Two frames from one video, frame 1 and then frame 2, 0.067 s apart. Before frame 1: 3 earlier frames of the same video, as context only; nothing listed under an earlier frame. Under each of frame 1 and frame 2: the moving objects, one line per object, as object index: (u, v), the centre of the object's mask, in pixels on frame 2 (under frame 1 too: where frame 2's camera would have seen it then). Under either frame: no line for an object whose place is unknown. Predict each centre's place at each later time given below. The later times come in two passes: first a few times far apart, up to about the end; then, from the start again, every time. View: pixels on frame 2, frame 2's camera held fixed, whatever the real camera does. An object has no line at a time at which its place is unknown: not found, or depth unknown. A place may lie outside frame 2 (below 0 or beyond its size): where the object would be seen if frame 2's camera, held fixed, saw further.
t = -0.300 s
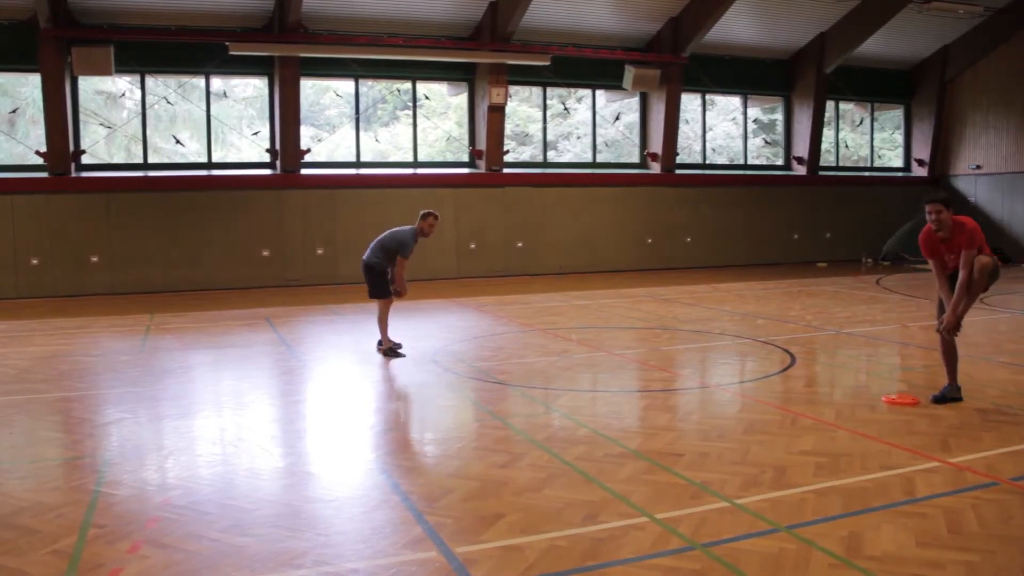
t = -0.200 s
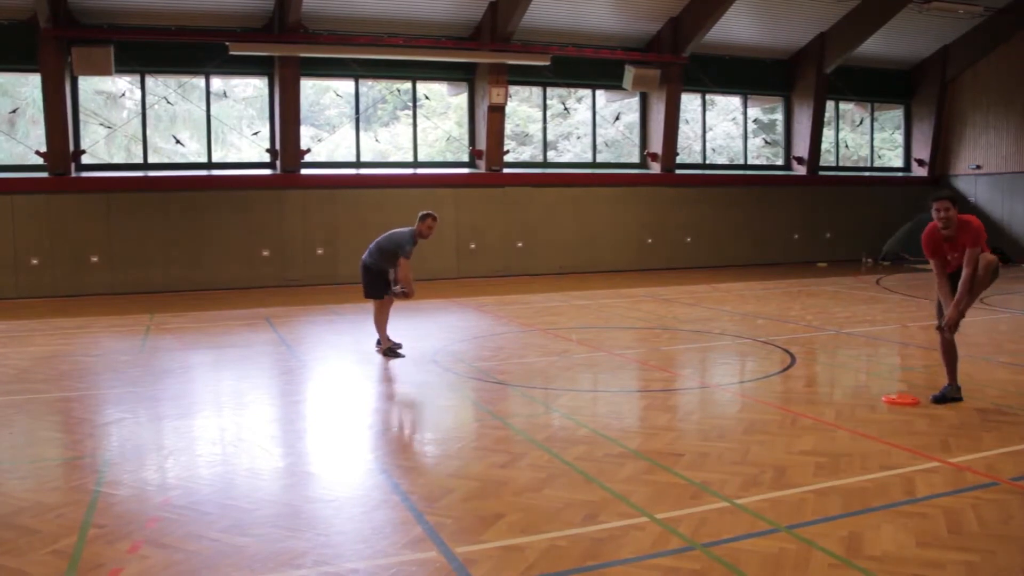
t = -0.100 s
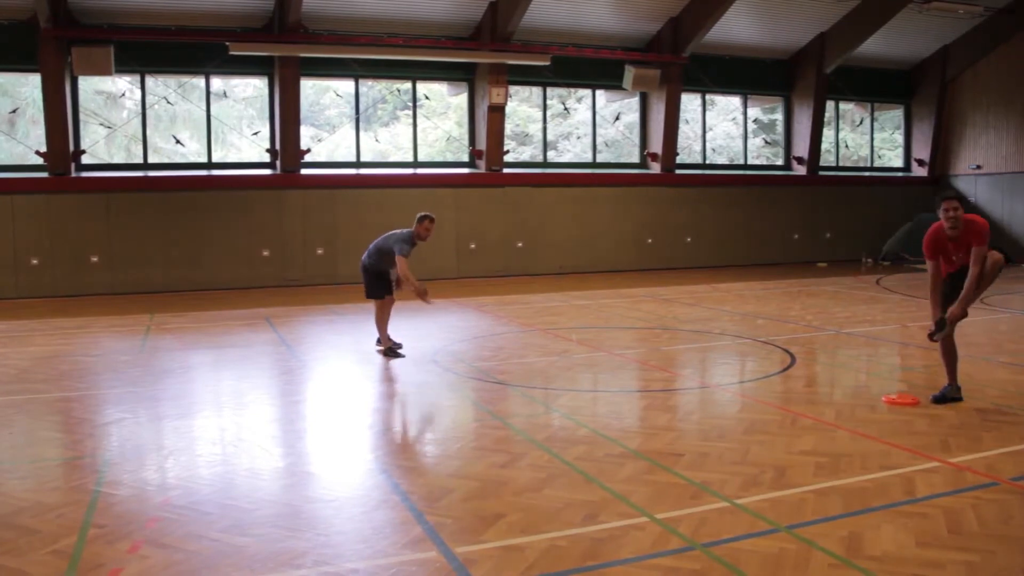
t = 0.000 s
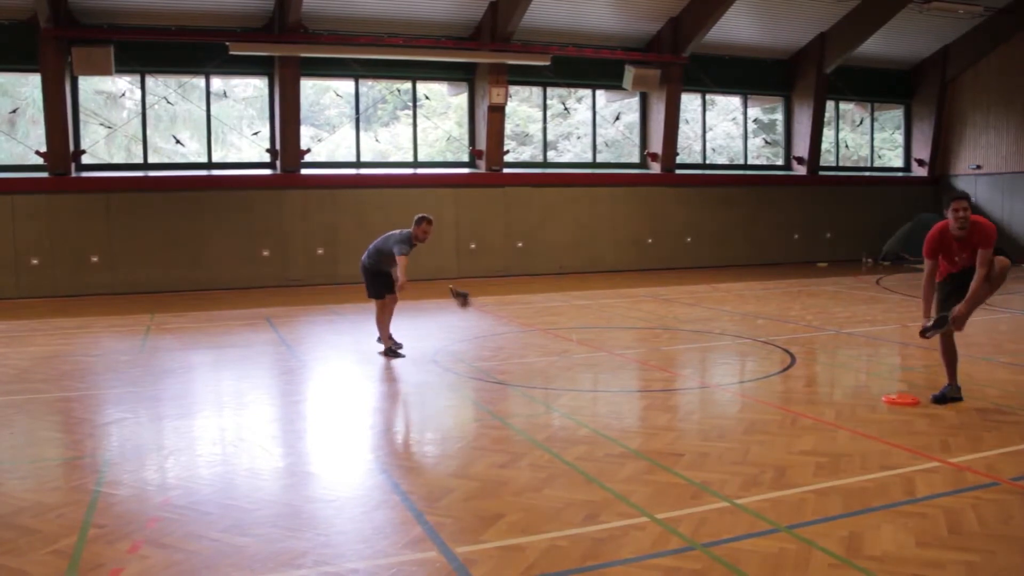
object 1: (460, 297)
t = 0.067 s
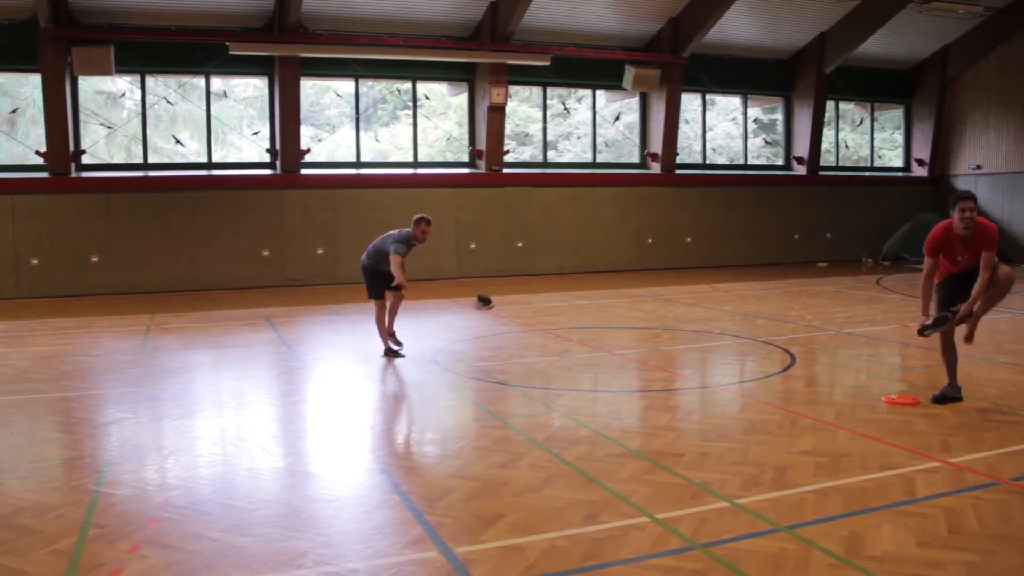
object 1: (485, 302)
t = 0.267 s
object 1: (582, 364)
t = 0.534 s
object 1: (696, 420)
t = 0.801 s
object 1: (789, 477)
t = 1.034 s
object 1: (874, 488)
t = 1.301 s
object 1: (935, 510)
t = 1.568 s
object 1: (979, 550)
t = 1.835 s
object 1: (981, 550)
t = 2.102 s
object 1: (971, 545)
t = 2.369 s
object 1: (976, 548)
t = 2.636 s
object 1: (973, 547)
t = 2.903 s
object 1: (974, 547)
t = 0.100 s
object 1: (498, 310)
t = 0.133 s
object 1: (516, 319)
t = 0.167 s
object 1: (531, 328)
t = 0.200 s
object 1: (551, 339)
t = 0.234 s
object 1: (565, 349)
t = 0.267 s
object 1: (582, 364)
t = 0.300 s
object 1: (598, 378)
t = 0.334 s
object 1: (622, 402)
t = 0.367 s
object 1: (643, 419)
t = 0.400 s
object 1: (658, 427)
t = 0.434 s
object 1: (669, 426)
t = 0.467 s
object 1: (674, 424)
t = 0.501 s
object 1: (684, 419)
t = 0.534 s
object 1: (696, 420)
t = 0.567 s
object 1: (708, 419)
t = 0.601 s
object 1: (721, 422)
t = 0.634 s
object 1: (729, 428)
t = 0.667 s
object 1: (737, 435)
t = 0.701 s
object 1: (746, 442)
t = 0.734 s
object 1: (759, 450)
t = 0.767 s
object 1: (774, 464)
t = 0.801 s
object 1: (789, 477)
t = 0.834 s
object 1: (800, 484)
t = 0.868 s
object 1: (810, 481)
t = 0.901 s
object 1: (825, 480)
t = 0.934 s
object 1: (839, 483)
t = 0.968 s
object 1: (851, 482)
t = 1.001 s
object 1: (863, 483)
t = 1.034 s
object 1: (874, 488)
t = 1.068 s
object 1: (881, 491)
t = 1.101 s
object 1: (886, 493)
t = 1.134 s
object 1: (890, 491)
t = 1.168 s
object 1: (896, 492)
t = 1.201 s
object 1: (908, 494)
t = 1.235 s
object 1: (916, 500)
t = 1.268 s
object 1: (924, 501)
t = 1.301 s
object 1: (935, 510)
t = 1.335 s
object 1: (940, 525)
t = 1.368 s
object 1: (943, 535)
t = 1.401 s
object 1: (949, 537)
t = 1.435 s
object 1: (954, 538)
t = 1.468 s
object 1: (963, 543)
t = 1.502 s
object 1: (970, 545)
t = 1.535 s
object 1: (976, 548)
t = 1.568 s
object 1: (979, 550)
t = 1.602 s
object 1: (981, 551)
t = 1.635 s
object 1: (982, 551)
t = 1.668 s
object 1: (983, 551)
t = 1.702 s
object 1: (983, 551)
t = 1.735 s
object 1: (983, 551)
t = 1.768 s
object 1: (982, 550)
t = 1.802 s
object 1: (982, 550)
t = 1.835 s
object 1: (981, 550)
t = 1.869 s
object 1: (981, 549)
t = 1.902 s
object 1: (979, 549)
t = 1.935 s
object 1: (978, 549)
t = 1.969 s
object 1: (976, 548)
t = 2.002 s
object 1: (975, 548)
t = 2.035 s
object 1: (973, 547)
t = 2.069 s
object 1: (972, 546)
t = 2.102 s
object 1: (971, 545)
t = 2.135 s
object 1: (971, 545)
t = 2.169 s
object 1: (971, 545)
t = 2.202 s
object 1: (972, 546)
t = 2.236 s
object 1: (973, 547)
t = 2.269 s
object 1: (974, 547)
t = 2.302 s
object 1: (975, 548)
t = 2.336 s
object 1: (976, 548)
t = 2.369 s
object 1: (976, 548)
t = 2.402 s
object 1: (975, 548)
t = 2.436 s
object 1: (975, 548)
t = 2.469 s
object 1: (974, 547)
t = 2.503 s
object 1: (973, 547)
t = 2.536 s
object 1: (973, 546)
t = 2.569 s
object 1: (973, 546)
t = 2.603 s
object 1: (973, 547)
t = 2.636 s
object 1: (973, 547)
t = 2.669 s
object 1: (974, 547)
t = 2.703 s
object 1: (974, 547)
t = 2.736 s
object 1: (974, 547)
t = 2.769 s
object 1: (974, 547)
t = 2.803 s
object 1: (974, 547)
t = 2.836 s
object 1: (974, 547)
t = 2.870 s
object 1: (974, 547)
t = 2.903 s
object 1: (974, 547)
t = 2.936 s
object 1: (974, 547)
